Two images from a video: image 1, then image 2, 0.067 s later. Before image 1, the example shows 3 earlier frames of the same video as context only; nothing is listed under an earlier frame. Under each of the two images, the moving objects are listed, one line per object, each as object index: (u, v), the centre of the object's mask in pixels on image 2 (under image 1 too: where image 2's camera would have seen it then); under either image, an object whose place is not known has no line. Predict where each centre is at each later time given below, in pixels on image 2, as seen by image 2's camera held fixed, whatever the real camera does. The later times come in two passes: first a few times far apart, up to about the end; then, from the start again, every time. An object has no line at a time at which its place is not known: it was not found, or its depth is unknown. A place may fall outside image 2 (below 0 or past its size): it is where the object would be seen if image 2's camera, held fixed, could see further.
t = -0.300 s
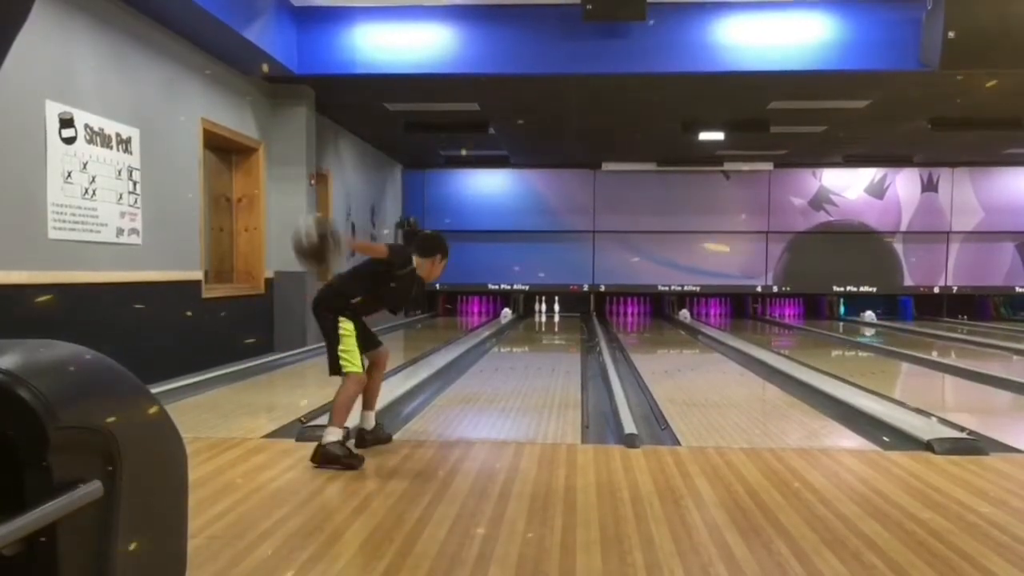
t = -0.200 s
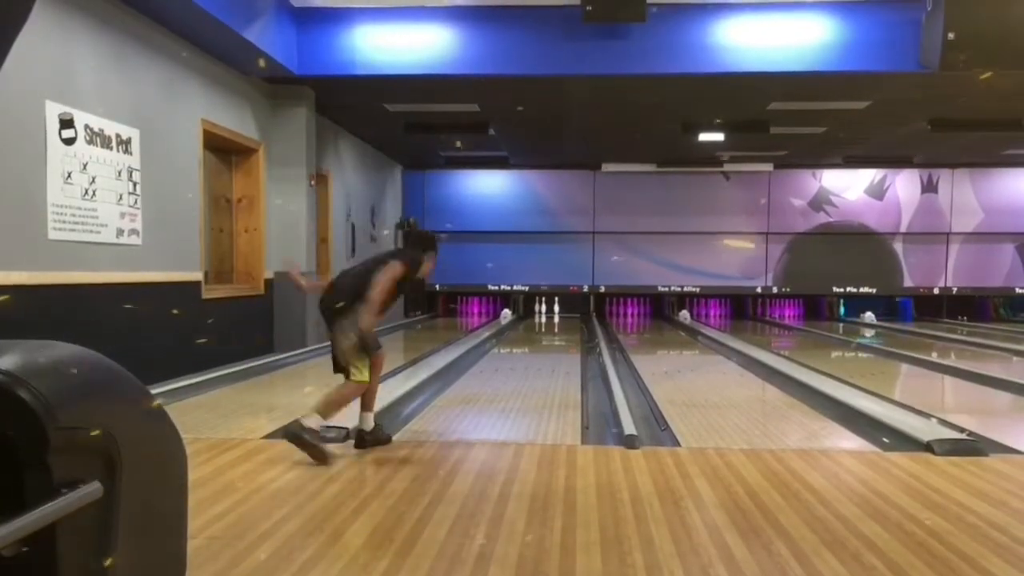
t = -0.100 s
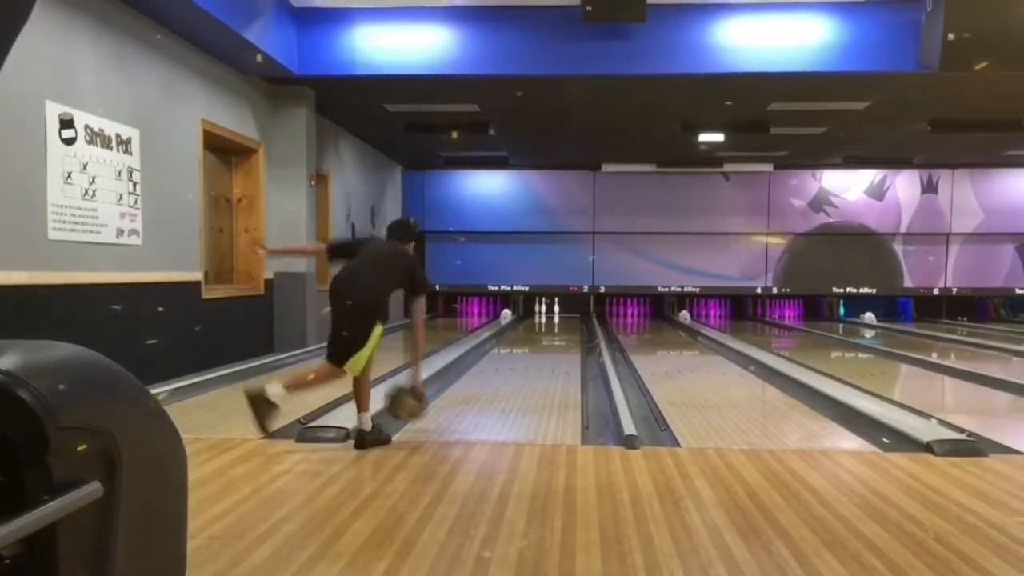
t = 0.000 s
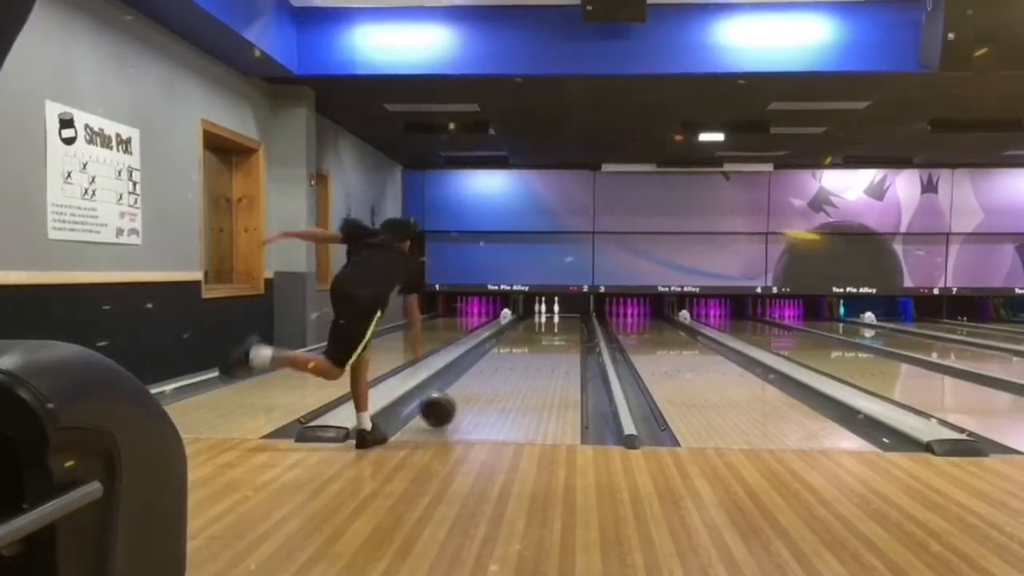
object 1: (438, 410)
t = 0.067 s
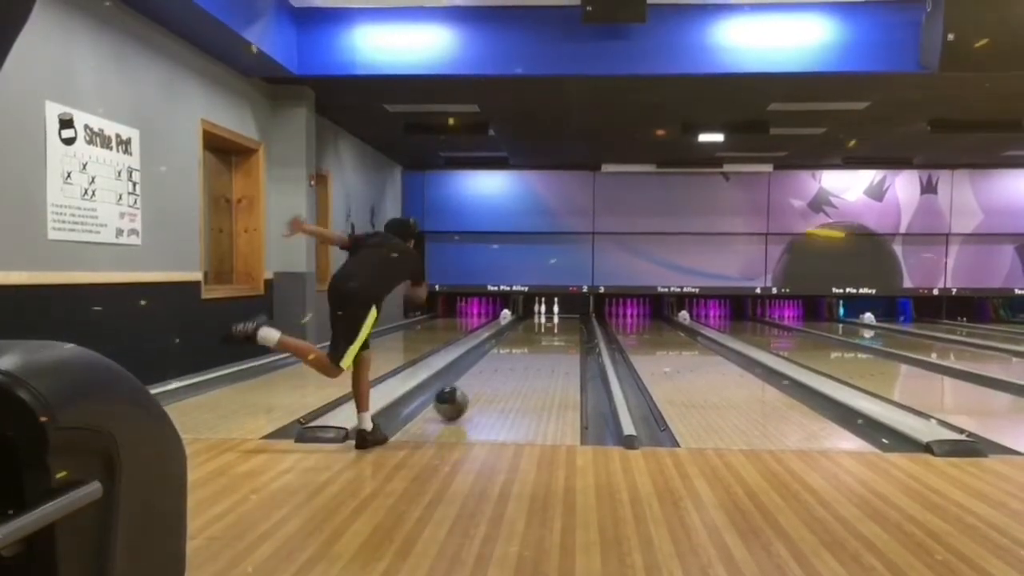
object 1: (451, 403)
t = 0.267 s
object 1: (483, 384)
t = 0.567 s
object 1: (516, 364)
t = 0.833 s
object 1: (534, 351)
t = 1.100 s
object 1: (549, 342)
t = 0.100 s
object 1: (457, 400)
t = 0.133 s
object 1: (463, 397)
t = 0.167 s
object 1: (469, 395)
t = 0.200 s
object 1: (474, 391)
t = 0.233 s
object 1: (478, 387)
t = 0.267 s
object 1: (483, 384)
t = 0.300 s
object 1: (487, 382)
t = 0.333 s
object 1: (491, 380)
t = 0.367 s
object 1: (496, 377)
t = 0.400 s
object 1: (499, 374)
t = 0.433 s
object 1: (502, 373)
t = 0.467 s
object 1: (506, 370)
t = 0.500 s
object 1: (509, 369)
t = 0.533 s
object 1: (513, 367)
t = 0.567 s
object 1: (516, 364)
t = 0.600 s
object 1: (518, 363)
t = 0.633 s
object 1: (521, 360)
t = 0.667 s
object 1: (523, 360)
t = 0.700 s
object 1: (526, 358)
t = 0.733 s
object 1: (529, 356)
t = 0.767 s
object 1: (530, 355)
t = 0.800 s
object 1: (532, 353)
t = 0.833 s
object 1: (534, 351)
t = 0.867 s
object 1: (537, 350)
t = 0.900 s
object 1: (539, 349)
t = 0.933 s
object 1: (540, 348)
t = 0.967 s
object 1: (542, 347)
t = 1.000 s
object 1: (543, 345)
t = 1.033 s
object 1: (546, 345)
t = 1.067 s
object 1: (548, 343)
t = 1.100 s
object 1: (549, 342)
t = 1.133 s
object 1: (550, 341)
